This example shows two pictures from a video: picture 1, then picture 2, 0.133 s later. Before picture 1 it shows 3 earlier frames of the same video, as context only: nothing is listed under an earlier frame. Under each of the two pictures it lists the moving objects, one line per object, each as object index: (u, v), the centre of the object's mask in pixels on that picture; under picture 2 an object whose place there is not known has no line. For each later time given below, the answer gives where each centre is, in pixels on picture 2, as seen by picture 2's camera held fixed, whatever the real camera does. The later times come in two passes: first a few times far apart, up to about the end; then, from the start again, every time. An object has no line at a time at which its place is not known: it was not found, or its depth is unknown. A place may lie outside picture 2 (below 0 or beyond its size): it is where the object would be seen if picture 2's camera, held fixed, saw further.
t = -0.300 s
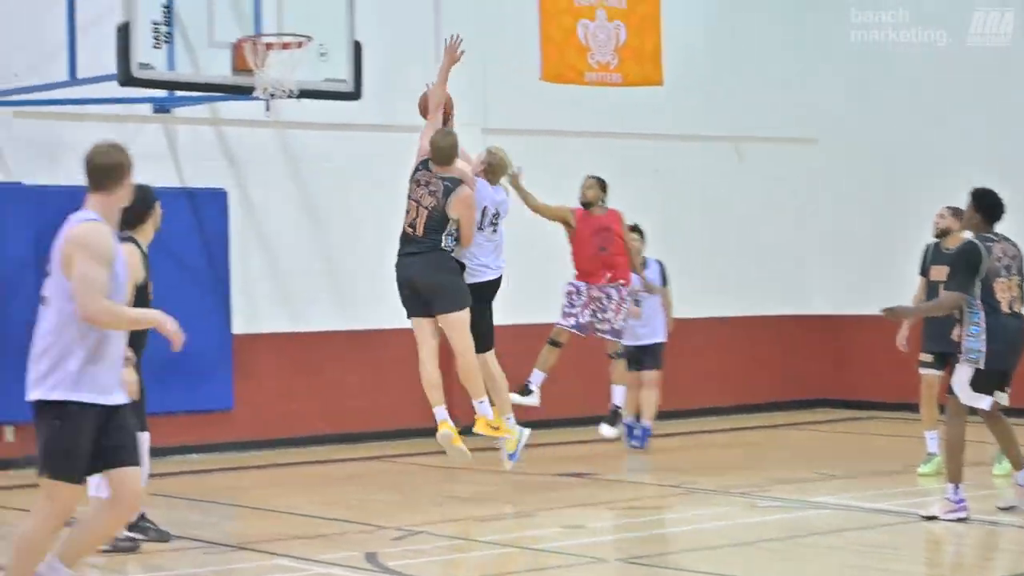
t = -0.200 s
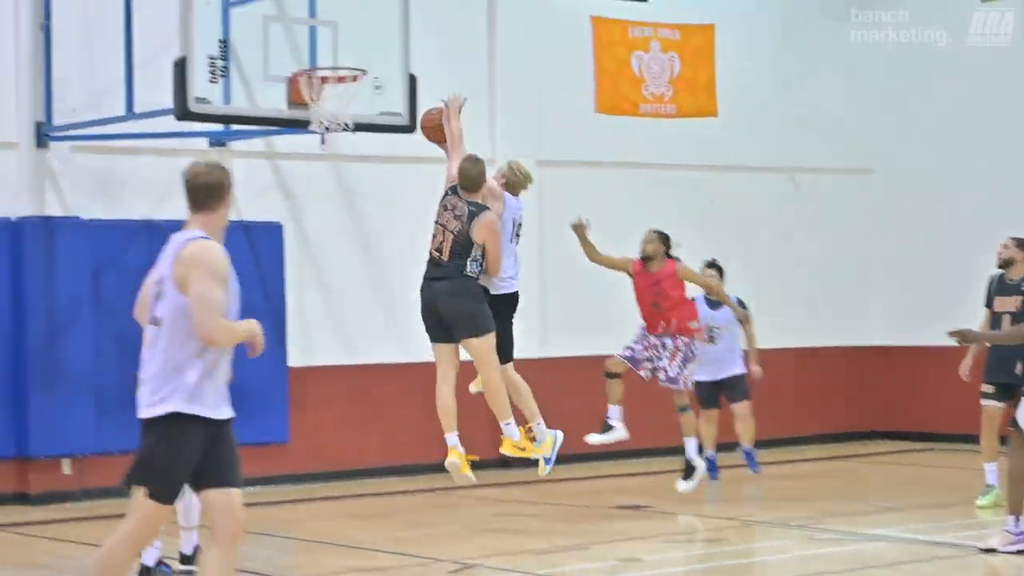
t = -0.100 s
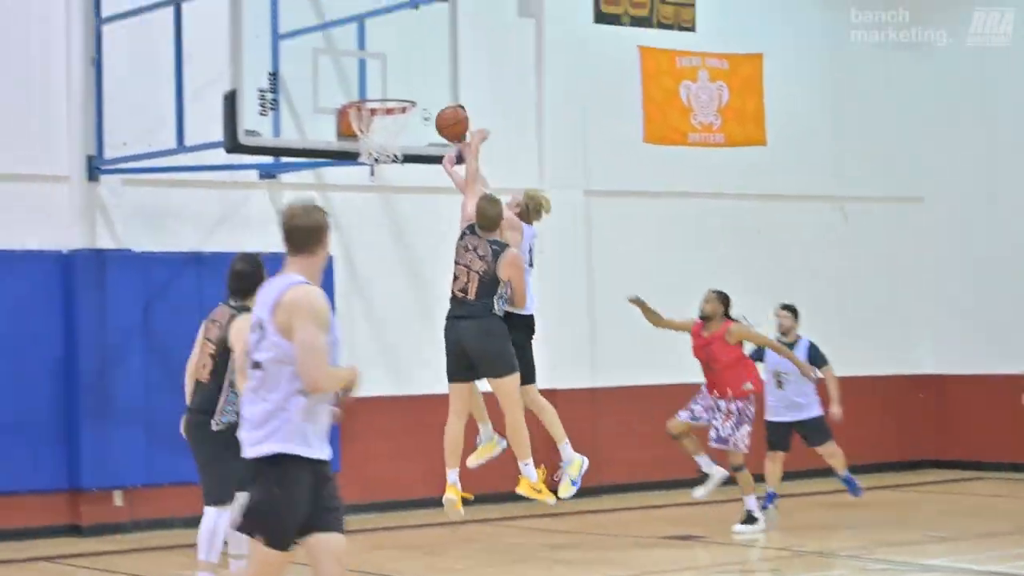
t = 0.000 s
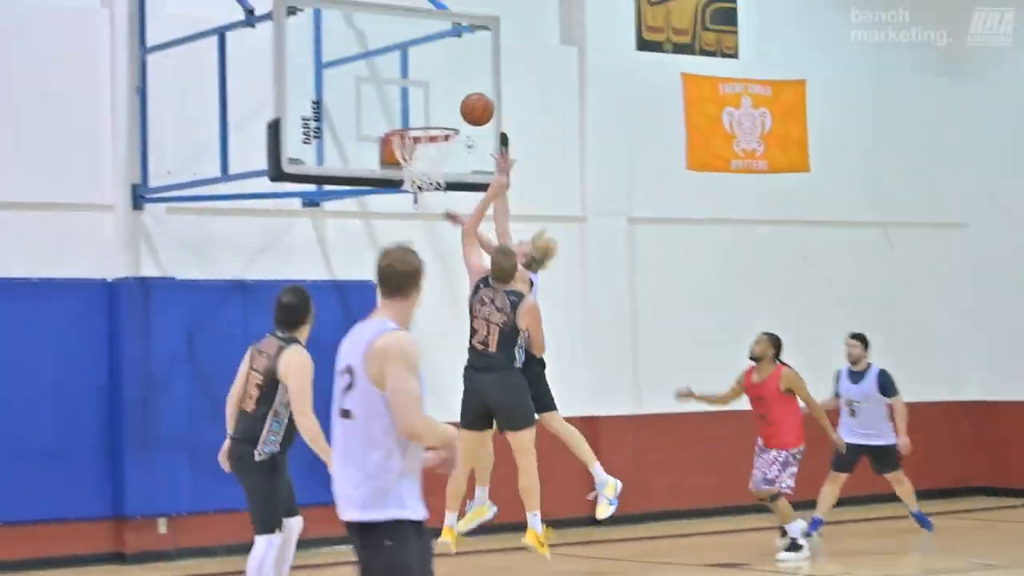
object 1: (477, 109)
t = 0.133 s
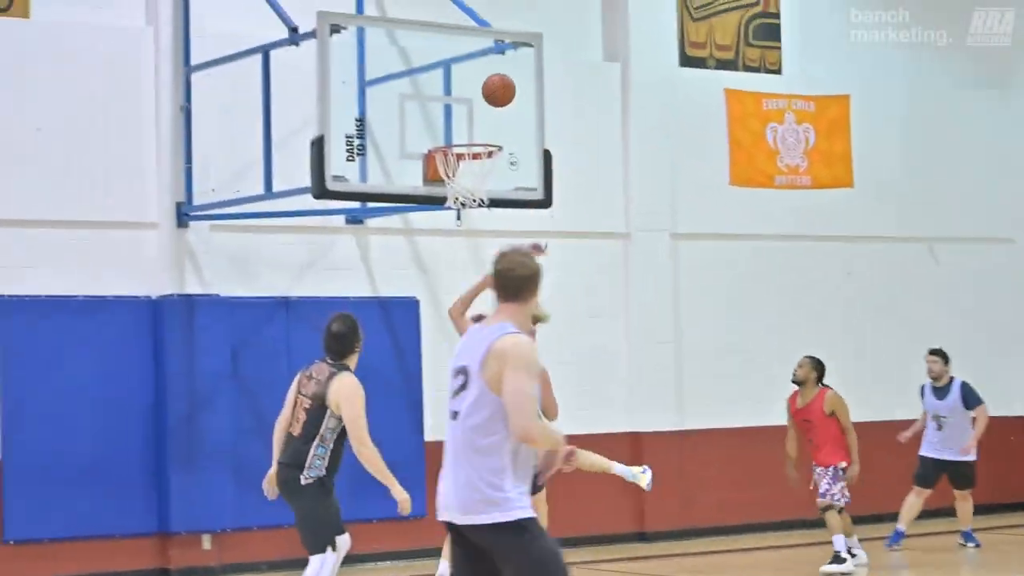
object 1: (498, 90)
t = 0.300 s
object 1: (475, 79)
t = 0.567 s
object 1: (474, 109)
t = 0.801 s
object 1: (475, 211)
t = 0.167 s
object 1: (494, 84)
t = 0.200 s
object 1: (489, 81)
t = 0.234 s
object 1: (484, 79)
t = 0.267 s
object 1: (480, 78)
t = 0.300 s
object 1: (475, 79)
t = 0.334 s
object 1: (472, 79)
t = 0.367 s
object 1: (472, 79)
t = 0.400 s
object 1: (472, 80)
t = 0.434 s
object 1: (473, 82)
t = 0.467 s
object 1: (473, 87)
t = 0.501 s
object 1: (473, 92)
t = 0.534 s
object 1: (474, 100)
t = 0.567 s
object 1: (474, 109)
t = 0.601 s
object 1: (474, 119)
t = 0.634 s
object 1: (474, 131)
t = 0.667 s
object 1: (474, 145)
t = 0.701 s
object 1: (475, 160)
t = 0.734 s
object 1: (476, 177)
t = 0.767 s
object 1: (475, 193)
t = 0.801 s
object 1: (475, 211)
